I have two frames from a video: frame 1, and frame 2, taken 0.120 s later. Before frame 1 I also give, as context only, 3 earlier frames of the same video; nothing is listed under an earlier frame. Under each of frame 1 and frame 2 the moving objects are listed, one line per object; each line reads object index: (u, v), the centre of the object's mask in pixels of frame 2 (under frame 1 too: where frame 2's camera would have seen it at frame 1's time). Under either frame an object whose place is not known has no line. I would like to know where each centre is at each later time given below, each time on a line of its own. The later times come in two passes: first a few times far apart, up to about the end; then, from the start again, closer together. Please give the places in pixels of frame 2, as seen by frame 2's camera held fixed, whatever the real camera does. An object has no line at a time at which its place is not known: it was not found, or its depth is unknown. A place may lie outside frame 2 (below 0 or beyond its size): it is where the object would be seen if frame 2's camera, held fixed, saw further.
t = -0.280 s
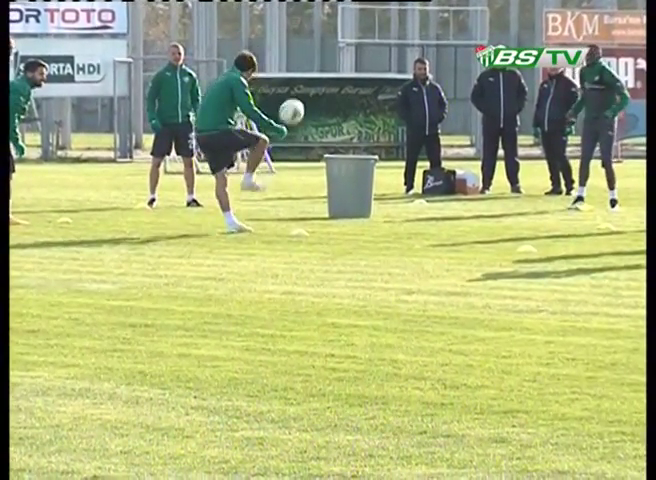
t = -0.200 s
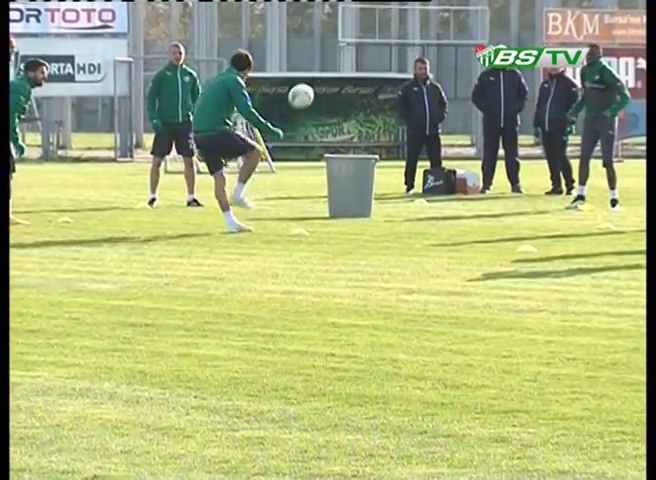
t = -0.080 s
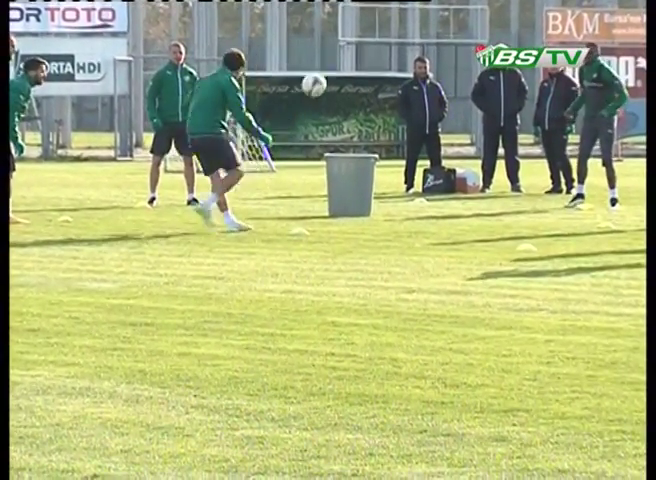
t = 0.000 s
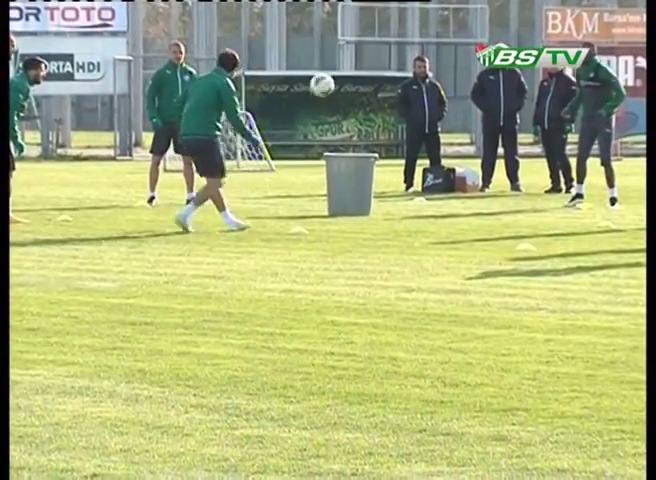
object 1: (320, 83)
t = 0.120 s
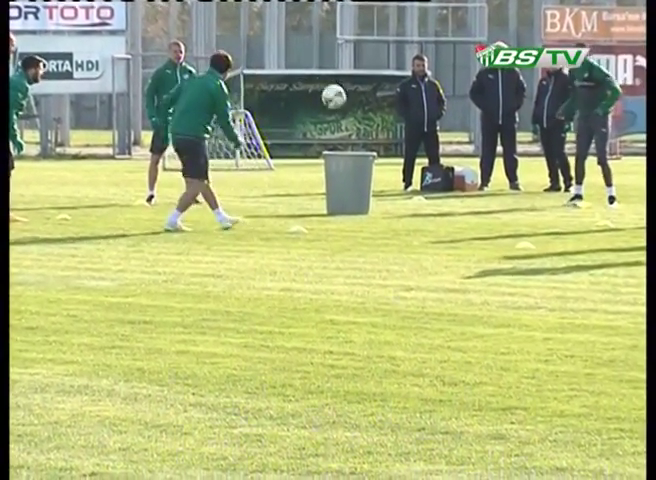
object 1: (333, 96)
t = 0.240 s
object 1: (346, 123)
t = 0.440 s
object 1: (369, 100)
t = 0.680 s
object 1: (398, 58)
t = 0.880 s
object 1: (423, 65)
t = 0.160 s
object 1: (337, 103)
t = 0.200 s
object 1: (342, 110)
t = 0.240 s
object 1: (346, 123)
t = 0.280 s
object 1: (350, 132)
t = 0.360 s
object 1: (359, 126)
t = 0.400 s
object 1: (364, 112)
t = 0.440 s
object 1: (369, 100)
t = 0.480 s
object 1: (374, 90)
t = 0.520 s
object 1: (378, 82)
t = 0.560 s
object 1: (384, 74)
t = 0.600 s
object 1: (389, 67)
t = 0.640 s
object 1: (394, 62)
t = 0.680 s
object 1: (398, 58)
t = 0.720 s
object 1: (403, 58)
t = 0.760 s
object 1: (408, 57)
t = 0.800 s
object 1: (413, 58)
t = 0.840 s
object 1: (418, 60)
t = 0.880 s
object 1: (423, 65)
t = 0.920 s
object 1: (428, 67)
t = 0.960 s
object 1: (432, 76)
